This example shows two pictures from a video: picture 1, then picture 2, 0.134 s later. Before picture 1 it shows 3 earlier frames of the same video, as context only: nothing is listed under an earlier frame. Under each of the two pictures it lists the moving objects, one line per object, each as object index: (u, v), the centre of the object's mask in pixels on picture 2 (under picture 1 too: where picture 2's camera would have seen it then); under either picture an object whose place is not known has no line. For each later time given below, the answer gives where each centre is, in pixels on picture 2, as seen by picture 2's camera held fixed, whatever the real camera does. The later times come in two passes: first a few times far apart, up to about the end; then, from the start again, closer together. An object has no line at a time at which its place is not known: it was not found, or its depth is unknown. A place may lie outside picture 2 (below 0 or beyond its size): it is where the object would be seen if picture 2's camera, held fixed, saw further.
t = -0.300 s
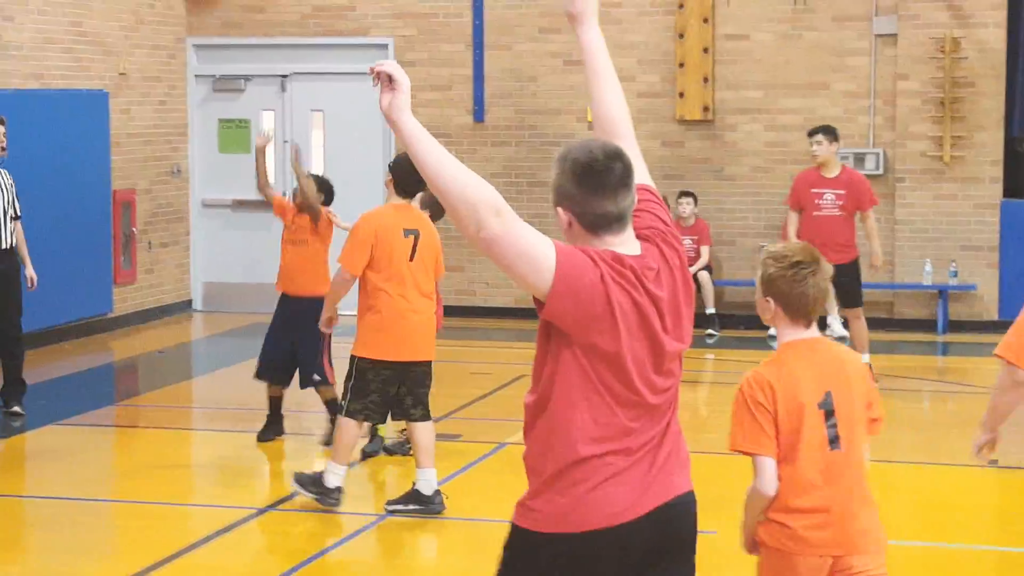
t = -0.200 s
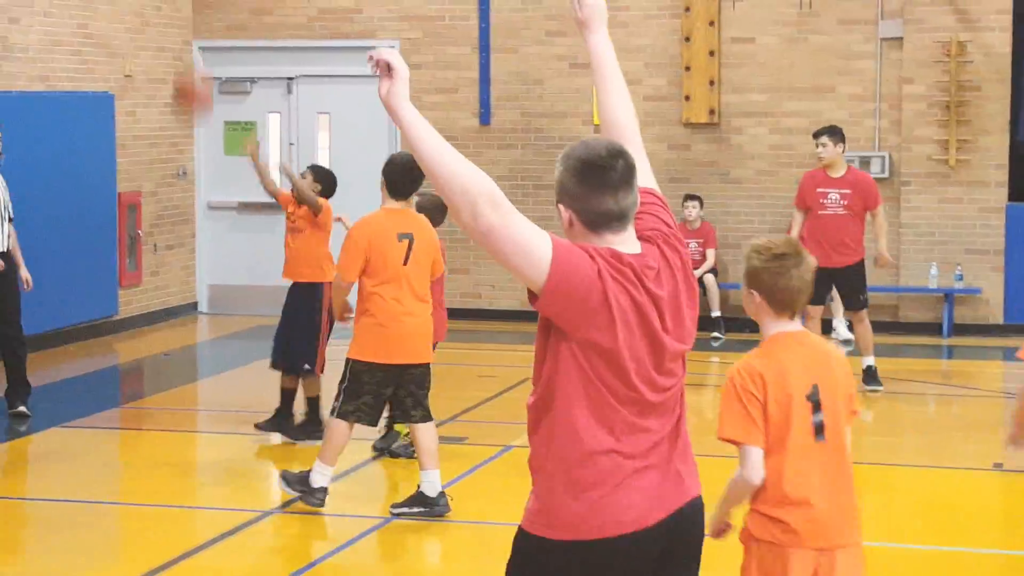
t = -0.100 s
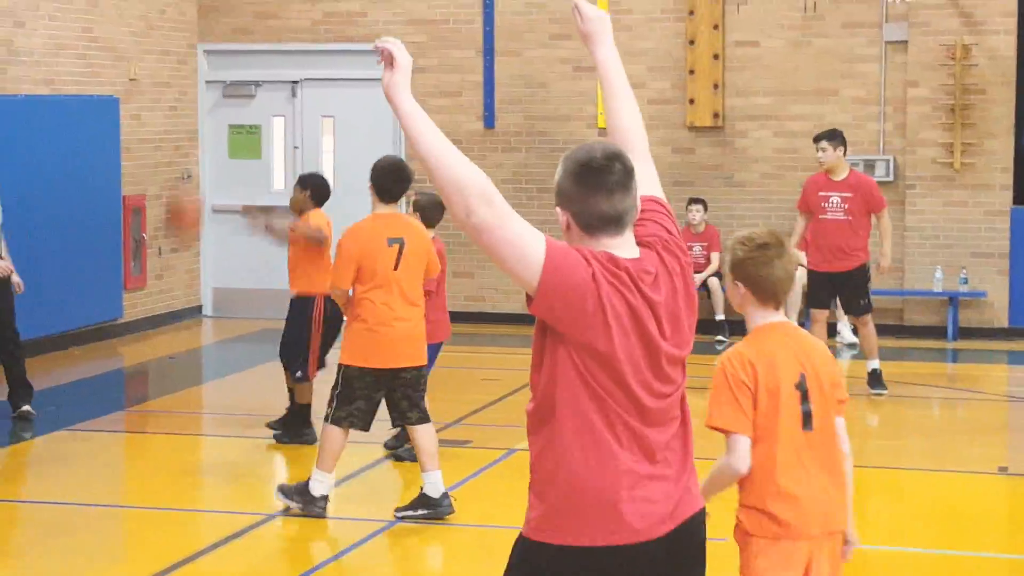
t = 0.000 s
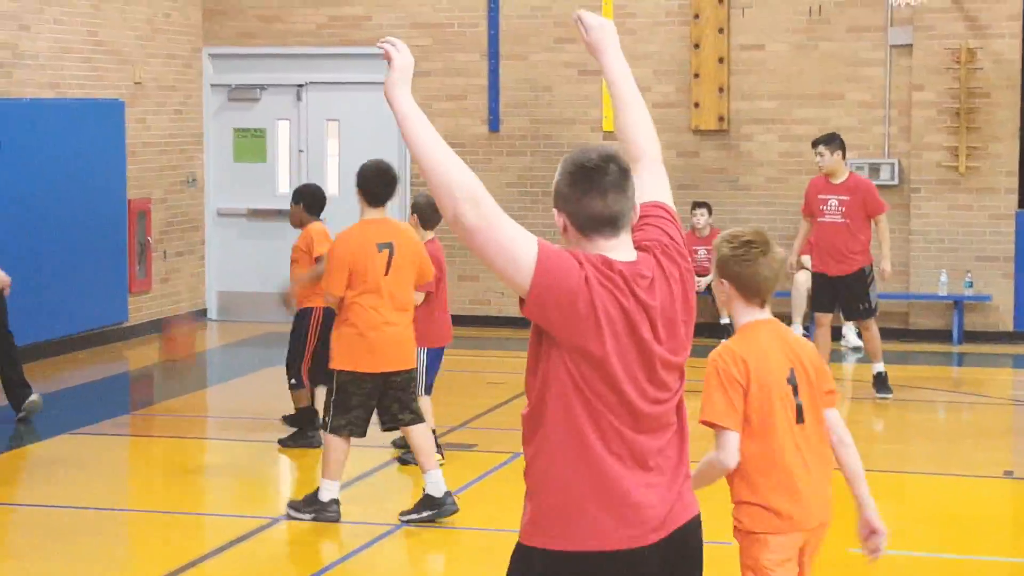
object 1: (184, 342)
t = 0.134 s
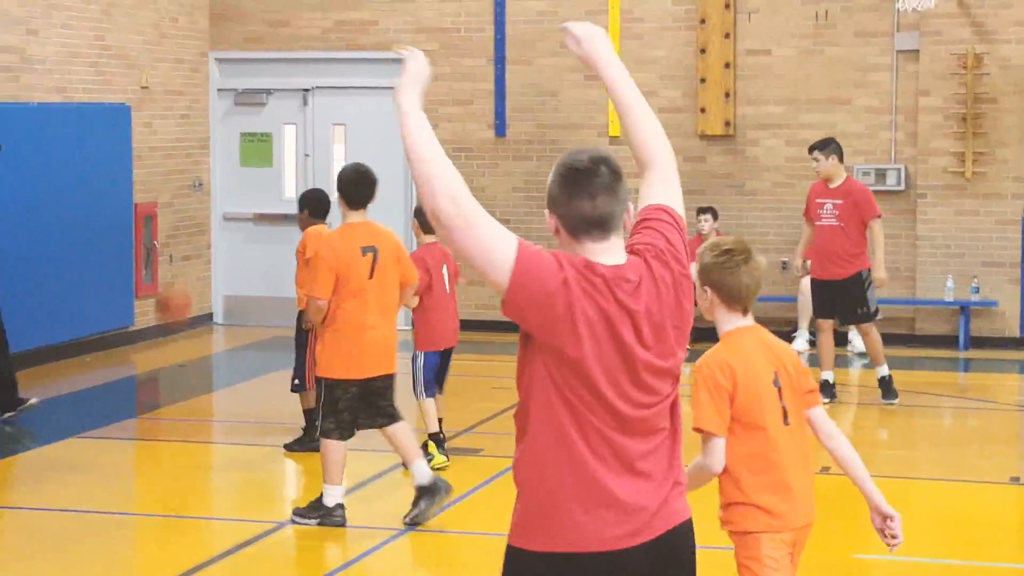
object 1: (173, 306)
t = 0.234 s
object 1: (171, 219)
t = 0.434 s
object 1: (156, 95)
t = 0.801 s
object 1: (139, 32)
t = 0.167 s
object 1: (172, 275)
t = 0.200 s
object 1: (172, 245)
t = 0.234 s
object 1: (171, 219)
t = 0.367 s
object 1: (160, 129)
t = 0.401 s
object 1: (158, 111)
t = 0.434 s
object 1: (156, 95)
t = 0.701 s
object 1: (143, 30)
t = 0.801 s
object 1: (139, 32)
